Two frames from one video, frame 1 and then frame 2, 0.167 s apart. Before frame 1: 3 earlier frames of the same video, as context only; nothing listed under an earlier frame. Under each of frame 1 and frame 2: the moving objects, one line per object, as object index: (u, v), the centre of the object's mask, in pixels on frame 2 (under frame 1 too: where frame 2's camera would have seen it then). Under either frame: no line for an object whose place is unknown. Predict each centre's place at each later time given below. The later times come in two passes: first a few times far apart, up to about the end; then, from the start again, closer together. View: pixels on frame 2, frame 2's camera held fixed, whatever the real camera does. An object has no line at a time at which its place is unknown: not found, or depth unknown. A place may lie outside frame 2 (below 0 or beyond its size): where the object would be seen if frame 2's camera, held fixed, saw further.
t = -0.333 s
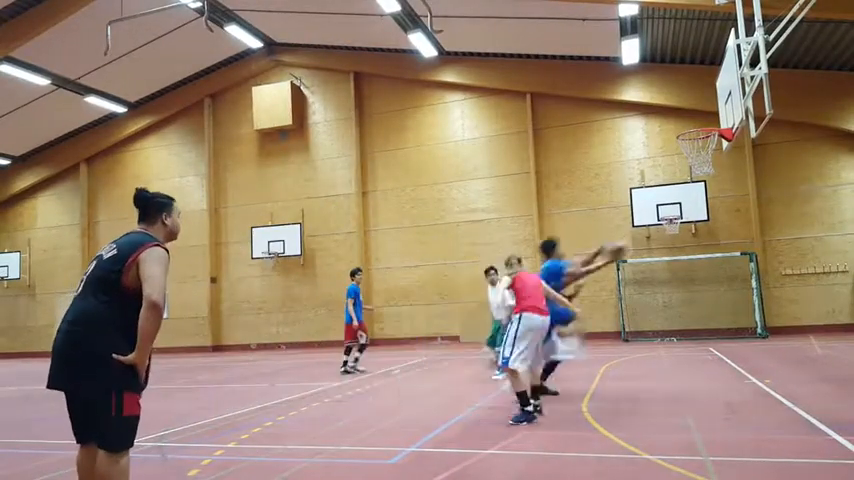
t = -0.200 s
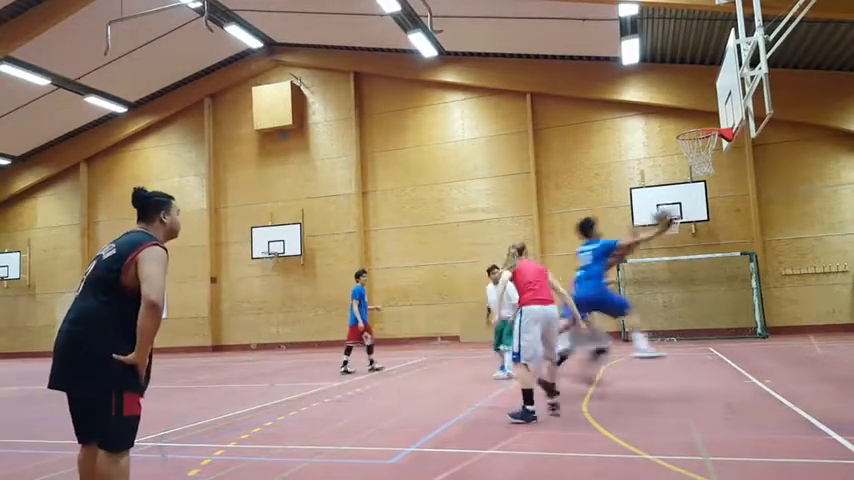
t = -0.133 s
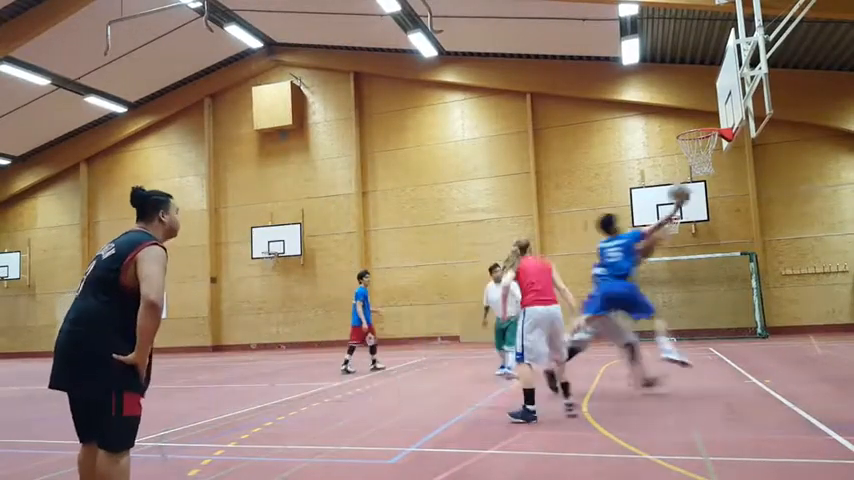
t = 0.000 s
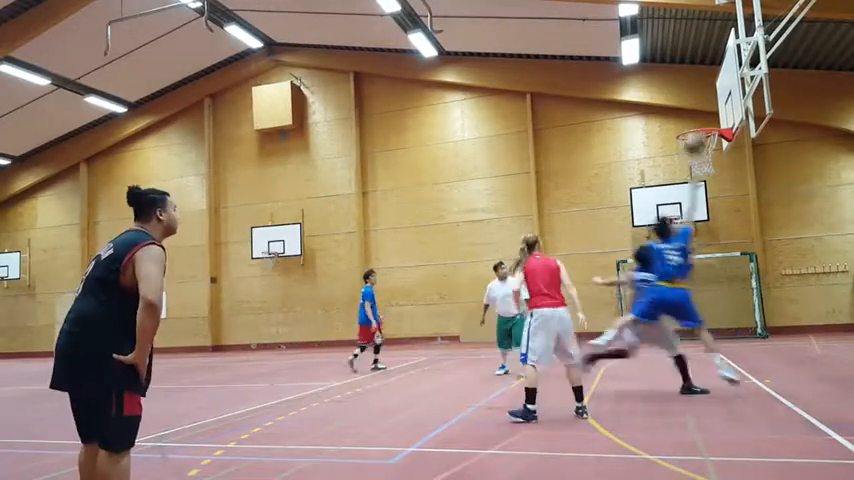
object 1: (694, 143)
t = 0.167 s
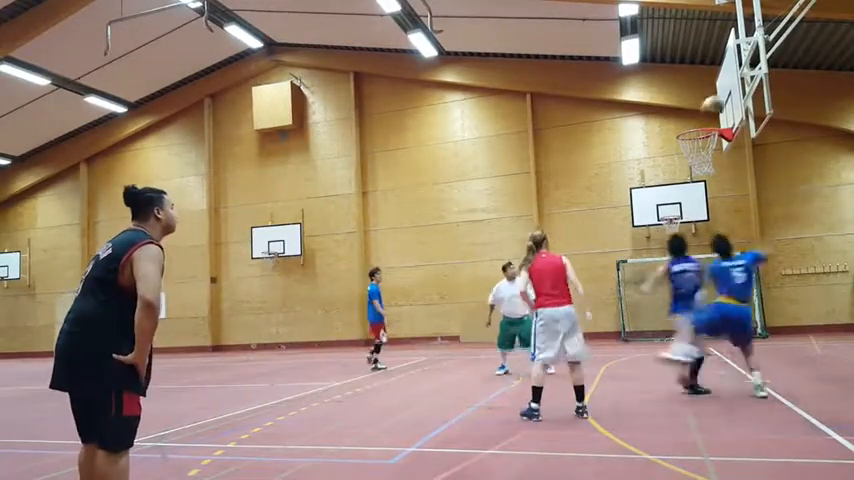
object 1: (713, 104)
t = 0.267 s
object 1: (724, 96)
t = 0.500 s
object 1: (696, 100)
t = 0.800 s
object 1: (667, 128)
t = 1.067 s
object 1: (650, 184)
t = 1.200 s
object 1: (641, 231)
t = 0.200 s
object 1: (715, 102)
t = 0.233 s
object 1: (719, 99)
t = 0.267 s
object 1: (724, 96)
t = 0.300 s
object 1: (720, 94)
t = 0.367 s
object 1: (711, 93)
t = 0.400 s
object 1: (707, 94)
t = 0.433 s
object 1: (703, 96)
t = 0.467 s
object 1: (700, 99)
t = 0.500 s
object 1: (696, 100)
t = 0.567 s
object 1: (688, 114)
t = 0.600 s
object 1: (685, 120)
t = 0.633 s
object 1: (682, 122)
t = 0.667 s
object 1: (679, 121)
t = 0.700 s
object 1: (676, 121)
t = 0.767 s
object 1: (671, 125)
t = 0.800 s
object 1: (667, 128)
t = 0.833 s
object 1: (665, 131)
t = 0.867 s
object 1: (664, 139)
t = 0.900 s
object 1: (661, 144)
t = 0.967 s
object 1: (656, 157)
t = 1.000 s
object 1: (653, 166)
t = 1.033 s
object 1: (650, 175)
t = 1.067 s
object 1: (650, 184)
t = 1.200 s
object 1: (641, 231)
